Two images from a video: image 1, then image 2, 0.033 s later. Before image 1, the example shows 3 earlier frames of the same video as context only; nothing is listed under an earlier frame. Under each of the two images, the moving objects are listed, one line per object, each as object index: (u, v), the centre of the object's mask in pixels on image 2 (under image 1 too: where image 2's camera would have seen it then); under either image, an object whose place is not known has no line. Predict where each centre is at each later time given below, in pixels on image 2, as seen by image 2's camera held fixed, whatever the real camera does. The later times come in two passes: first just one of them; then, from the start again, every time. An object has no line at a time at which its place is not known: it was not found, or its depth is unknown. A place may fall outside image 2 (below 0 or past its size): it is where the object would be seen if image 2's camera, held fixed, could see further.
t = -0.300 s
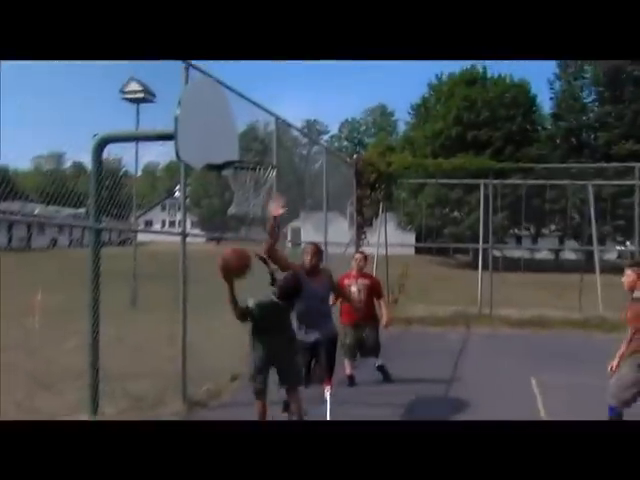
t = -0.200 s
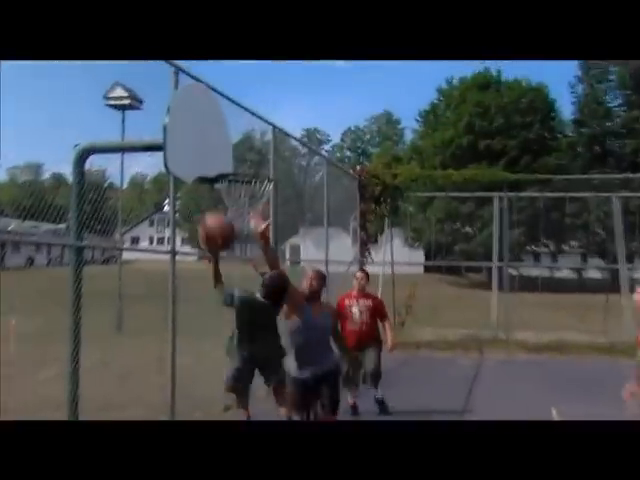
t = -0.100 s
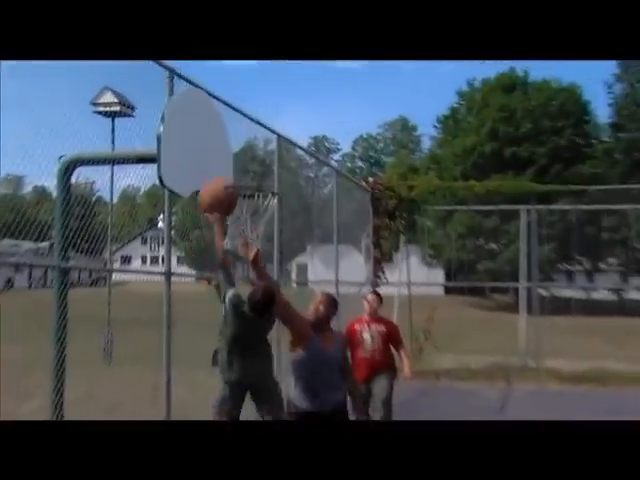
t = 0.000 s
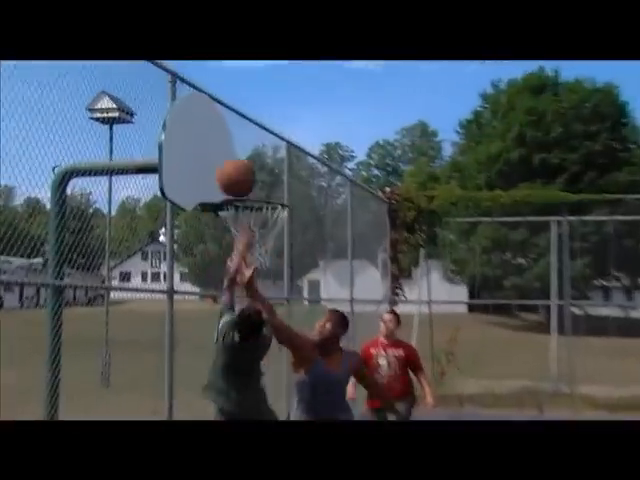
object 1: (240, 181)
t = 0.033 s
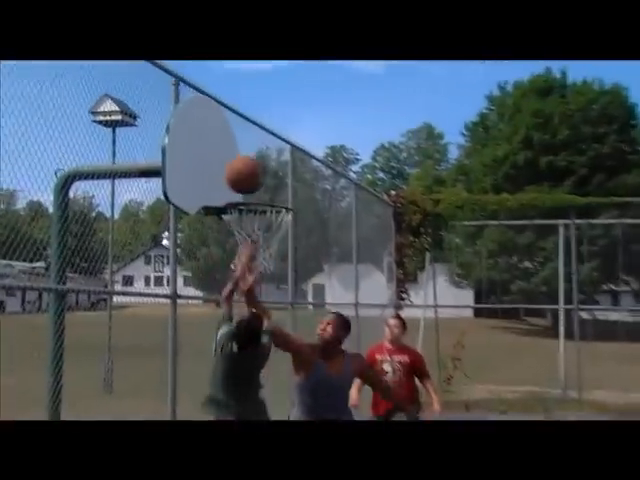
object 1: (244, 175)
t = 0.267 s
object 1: (265, 177)
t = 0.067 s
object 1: (248, 170)
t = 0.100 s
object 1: (251, 168)
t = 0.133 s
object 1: (254, 167)
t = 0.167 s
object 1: (258, 168)
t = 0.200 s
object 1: (260, 170)
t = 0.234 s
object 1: (262, 172)
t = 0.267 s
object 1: (265, 177)
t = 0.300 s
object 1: (268, 183)
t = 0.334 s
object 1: (271, 190)
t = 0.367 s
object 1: (275, 194)
